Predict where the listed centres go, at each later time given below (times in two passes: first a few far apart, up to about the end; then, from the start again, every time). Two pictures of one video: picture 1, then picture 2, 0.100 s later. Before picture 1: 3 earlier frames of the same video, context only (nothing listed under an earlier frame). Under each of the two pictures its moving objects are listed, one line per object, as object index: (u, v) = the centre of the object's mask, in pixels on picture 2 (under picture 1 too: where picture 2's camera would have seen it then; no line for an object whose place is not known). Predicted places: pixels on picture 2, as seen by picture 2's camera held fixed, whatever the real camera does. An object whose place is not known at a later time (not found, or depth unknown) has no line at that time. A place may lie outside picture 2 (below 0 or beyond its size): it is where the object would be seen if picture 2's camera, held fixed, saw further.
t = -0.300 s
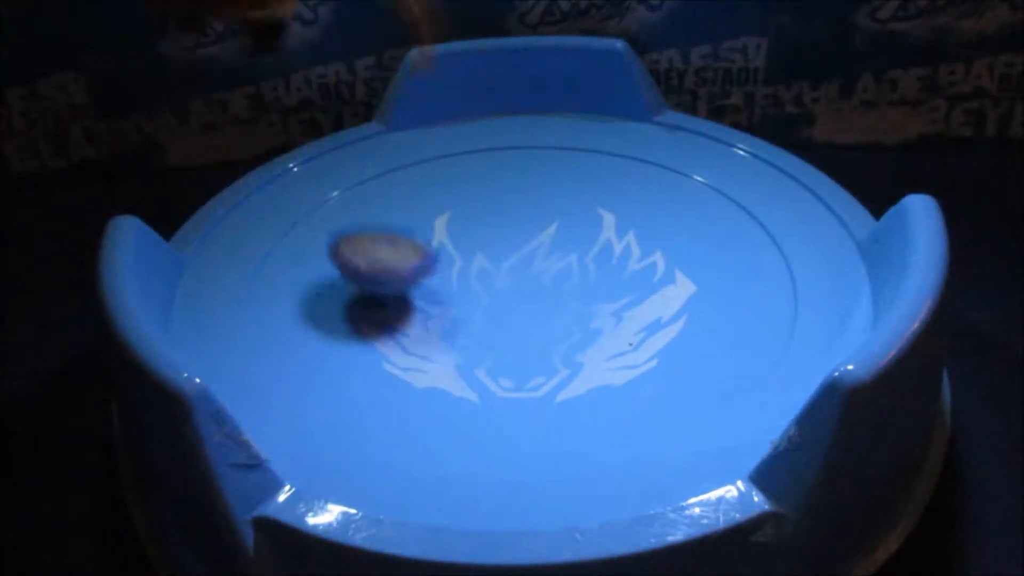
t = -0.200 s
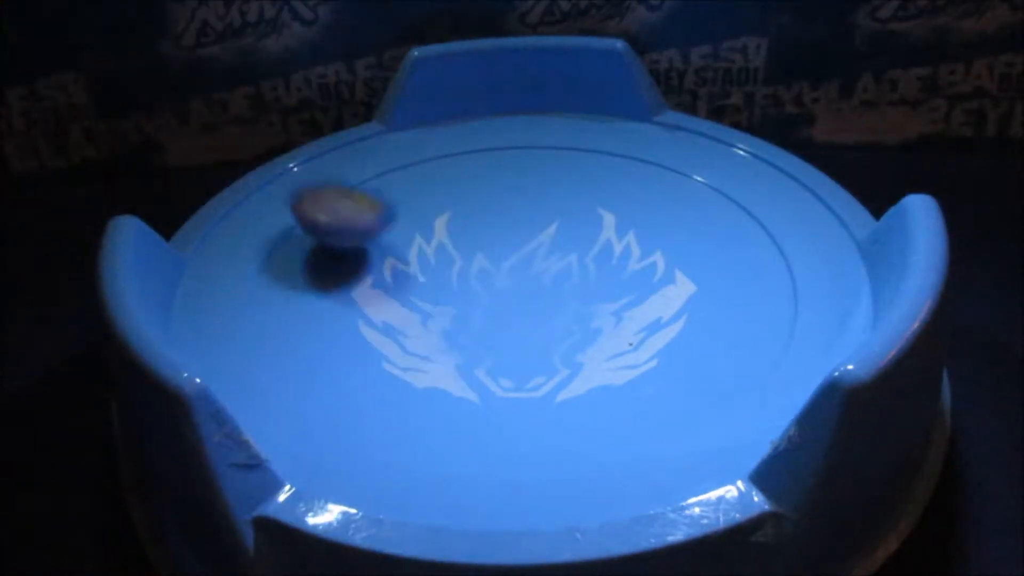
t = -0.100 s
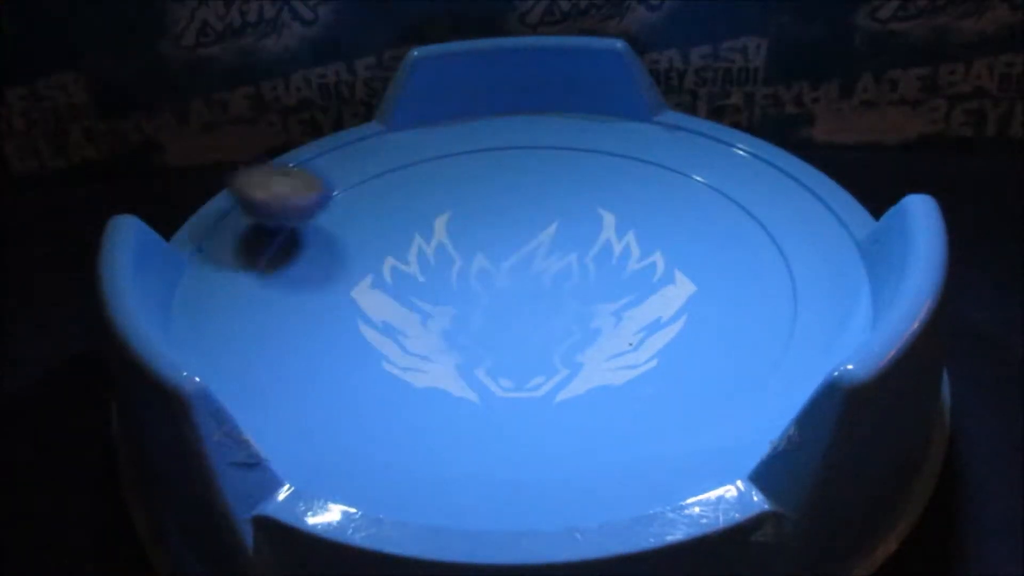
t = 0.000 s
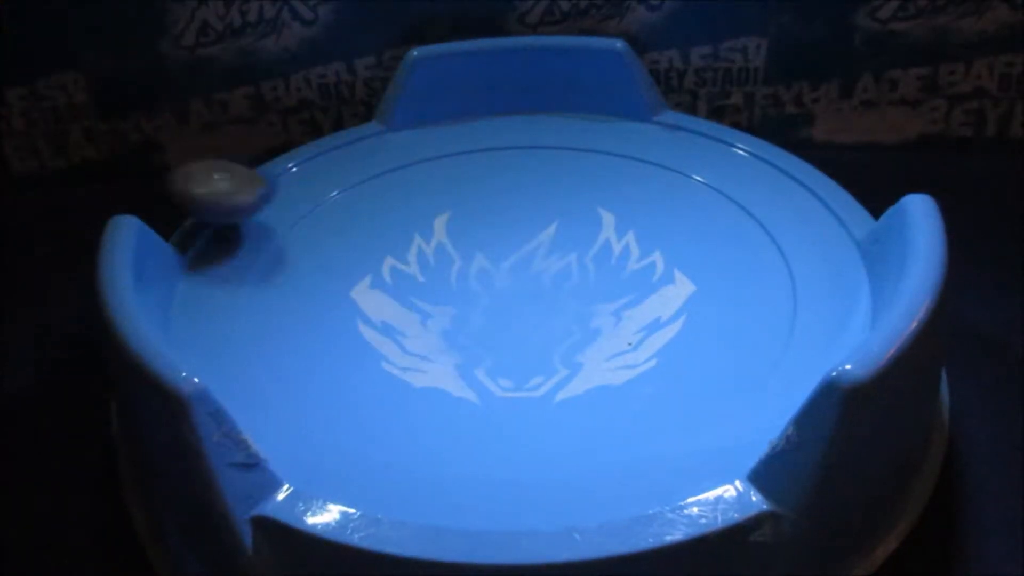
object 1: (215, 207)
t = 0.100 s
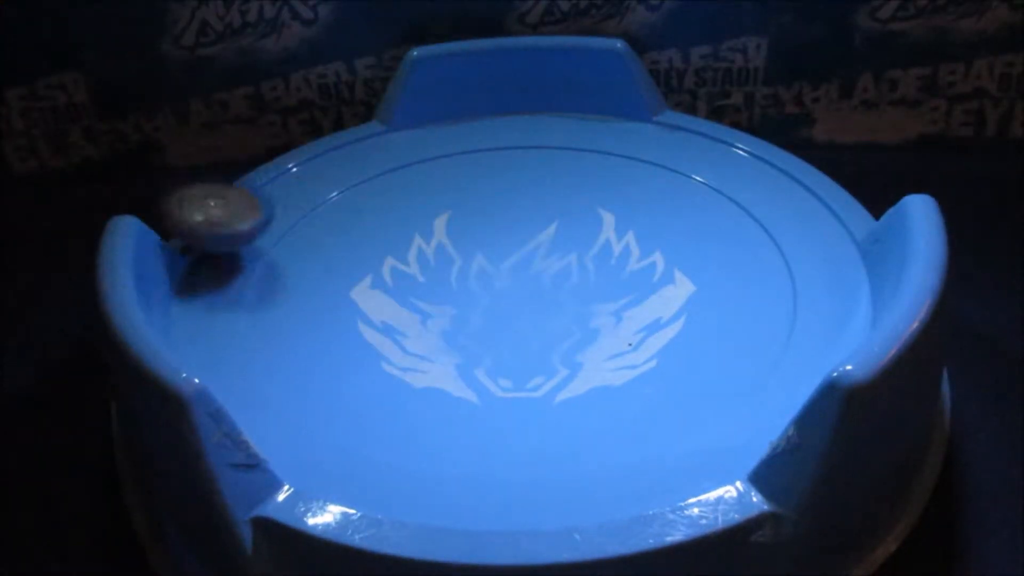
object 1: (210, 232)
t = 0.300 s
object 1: (229, 211)
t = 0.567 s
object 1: (294, 155)
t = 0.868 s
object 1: (376, 132)
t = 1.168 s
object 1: (463, 281)
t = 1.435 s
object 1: (716, 194)
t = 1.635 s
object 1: (641, 115)
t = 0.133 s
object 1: (210, 235)
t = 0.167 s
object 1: (211, 234)
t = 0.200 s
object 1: (213, 230)
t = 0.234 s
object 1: (218, 225)
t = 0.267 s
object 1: (223, 218)
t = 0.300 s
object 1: (229, 211)
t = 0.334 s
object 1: (235, 202)
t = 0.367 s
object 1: (242, 193)
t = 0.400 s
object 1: (248, 184)
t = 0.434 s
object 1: (260, 180)
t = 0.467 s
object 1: (269, 175)
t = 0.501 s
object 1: (279, 168)
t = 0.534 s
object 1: (287, 162)
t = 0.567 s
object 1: (294, 155)
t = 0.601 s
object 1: (304, 154)
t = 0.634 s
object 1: (314, 149)
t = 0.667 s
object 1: (323, 145)
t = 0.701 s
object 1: (331, 139)
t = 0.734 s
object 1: (342, 136)
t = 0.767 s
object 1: (352, 132)
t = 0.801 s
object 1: (363, 127)
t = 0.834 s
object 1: (373, 124)
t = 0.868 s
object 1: (376, 132)
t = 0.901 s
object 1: (377, 133)
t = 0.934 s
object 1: (376, 148)
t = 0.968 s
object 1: (375, 160)
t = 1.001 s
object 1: (375, 178)
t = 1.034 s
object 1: (379, 197)
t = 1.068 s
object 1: (388, 221)
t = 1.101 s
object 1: (404, 245)
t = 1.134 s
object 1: (428, 264)
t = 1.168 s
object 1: (463, 281)
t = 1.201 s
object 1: (501, 295)
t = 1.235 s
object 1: (546, 297)
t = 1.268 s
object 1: (590, 291)
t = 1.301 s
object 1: (630, 280)
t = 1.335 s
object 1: (663, 262)
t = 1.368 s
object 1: (689, 239)
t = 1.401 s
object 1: (706, 219)
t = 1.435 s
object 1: (716, 194)
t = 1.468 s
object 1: (715, 161)
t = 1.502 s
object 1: (702, 141)
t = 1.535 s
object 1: (691, 136)
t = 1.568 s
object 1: (682, 123)
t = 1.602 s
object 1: (670, 110)
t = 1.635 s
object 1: (641, 115)
